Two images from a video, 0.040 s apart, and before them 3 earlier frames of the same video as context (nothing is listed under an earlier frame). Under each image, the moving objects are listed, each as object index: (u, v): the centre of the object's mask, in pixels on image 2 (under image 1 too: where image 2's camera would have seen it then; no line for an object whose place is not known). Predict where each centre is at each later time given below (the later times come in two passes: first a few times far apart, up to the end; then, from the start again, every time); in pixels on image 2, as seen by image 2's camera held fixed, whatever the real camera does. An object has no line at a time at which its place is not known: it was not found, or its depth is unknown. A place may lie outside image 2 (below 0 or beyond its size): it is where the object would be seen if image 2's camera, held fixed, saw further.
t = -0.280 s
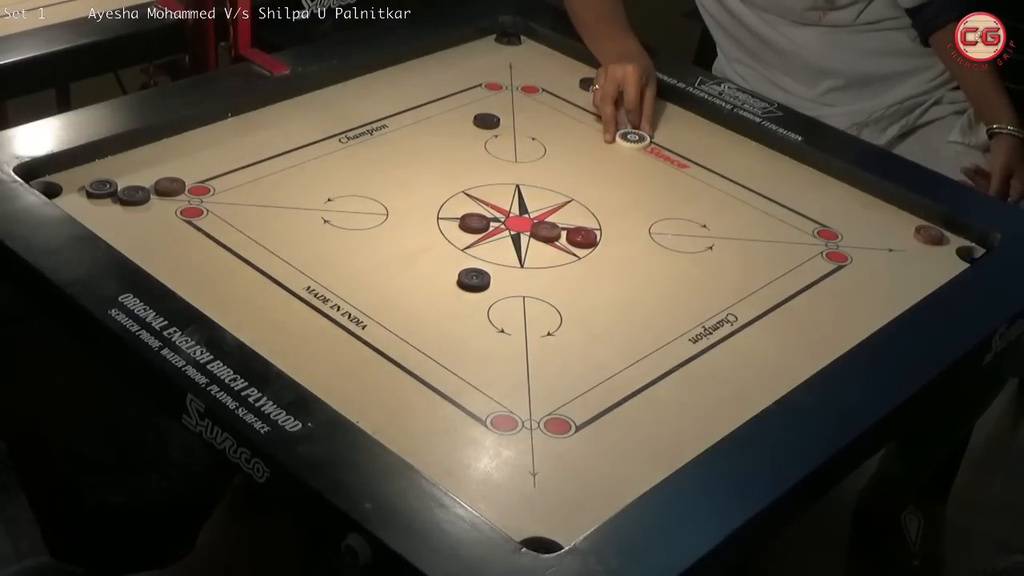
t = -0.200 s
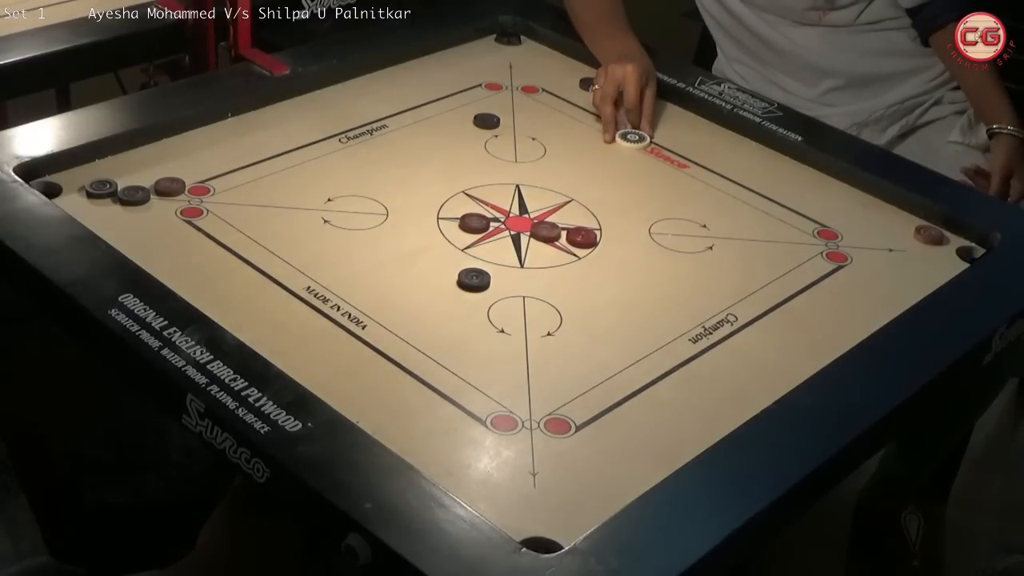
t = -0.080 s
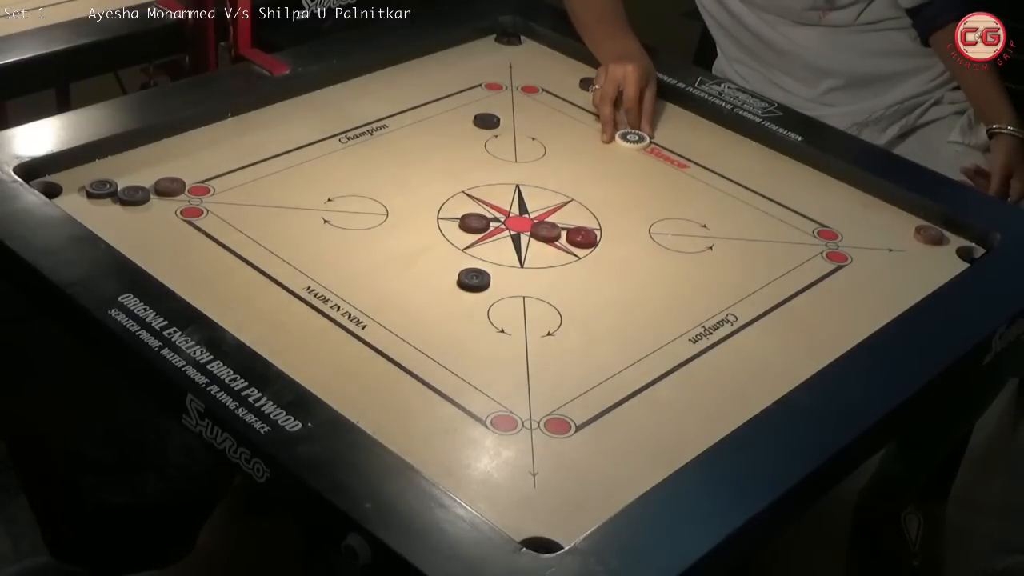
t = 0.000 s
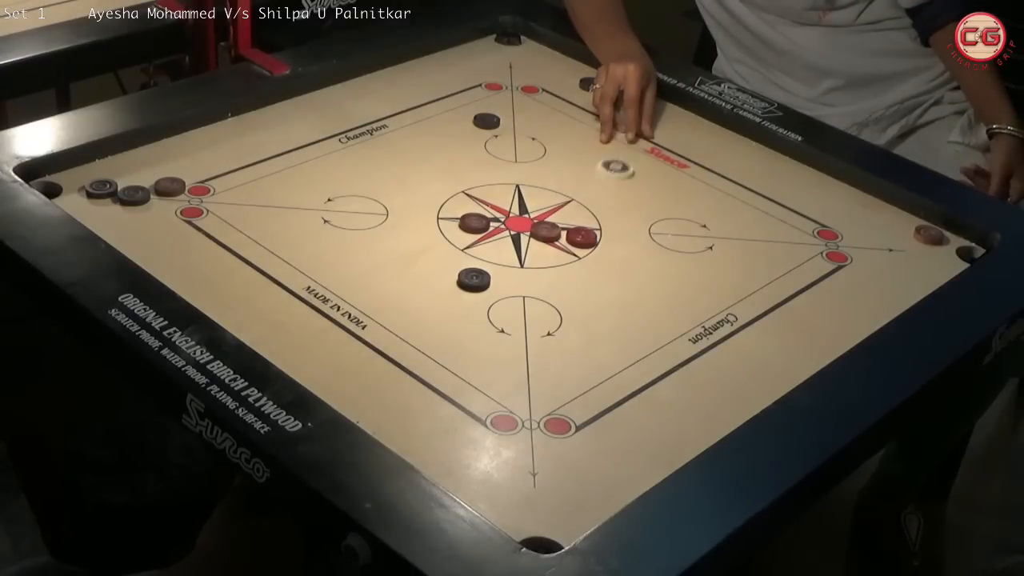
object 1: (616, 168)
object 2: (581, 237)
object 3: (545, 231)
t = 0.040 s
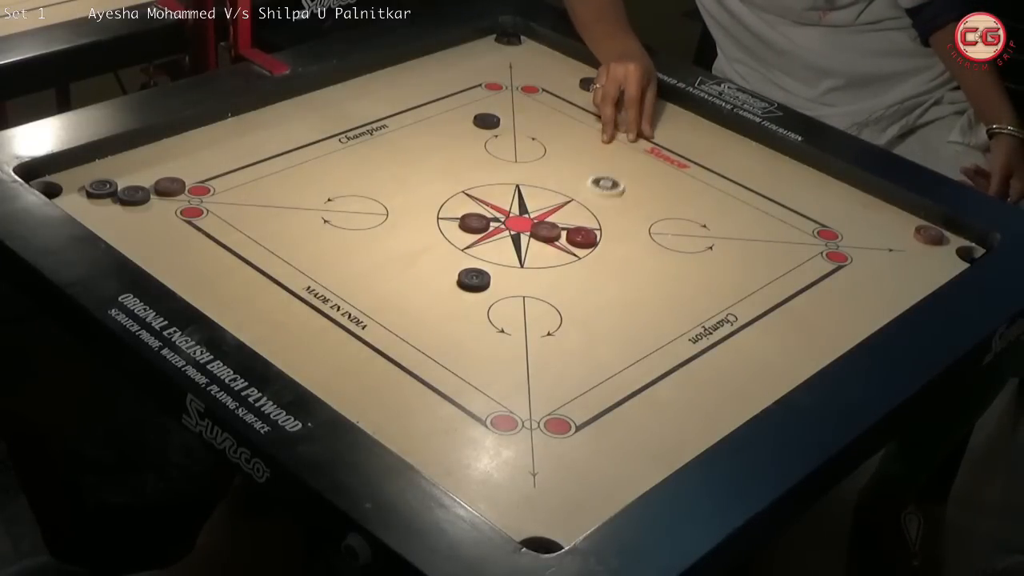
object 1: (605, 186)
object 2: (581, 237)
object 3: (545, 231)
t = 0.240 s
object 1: (577, 240)
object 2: (557, 321)
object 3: (519, 237)
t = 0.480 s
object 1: (575, 255)
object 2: (512, 495)
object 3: (487, 244)
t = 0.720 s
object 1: (575, 255)
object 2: (588, 517)
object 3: (487, 244)
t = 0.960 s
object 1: (575, 255)
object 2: (597, 504)
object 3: (487, 244)
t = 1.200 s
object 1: (575, 255)
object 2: (597, 505)
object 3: (487, 244)
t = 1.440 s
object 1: (575, 255)
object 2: (597, 504)
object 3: (487, 244)
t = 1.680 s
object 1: (575, 255)
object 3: (487, 244)
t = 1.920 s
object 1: (575, 255)
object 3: (487, 244)
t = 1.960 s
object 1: (575, 255)
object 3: (487, 244)
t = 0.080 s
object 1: (595, 202)
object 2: (581, 237)
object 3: (545, 231)
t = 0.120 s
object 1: (586, 220)
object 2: (581, 238)
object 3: (545, 231)
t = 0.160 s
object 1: (580, 228)
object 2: (573, 266)
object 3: (545, 231)
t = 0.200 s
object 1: (578, 235)
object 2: (565, 293)
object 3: (531, 234)
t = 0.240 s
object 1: (577, 240)
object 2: (557, 321)
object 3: (519, 237)
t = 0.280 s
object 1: (576, 244)
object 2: (550, 350)
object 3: (509, 239)
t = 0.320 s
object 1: (576, 249)
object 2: (542, 379)
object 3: (500, 241)
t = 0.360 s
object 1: (575, 251)
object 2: (534, 408)
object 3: (494, 242)
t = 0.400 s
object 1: (575, 253)
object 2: (526, 438)
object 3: (490, 243)
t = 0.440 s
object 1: (575, 254)
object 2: (519, 466)
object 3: (488, 244)
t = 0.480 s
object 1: (575, 255)
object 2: (512, 495)
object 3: (487, 244)
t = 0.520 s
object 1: (575, 255)
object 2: (510, 521)
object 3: (487, 244)
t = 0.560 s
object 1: (575, 255)
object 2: (521, 528)
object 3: (487, 244)
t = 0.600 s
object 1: (575, 255)
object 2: (547, 528)
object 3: (487, 244)
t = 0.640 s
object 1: (575, 255)
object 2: (568, 526)
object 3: (487, 244)
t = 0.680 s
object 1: (575, 255)
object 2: (582, 523)
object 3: (487, 244)
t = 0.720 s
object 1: (575, 255)
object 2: (588, 517)
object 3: (487, 244)
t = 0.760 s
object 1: (575, 255)
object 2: (592, 512)
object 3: (487, 244)
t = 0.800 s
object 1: (575, 255)
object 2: (595, 507)
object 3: (487, 244)
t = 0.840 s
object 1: (575, 255)
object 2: (596, 505)
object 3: (487, 244)
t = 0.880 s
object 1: (575, 255)
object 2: (597, 504)
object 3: (487, 244)
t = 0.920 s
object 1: (575, 255)
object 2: (597, 504)
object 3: (487, 244)
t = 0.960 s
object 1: (575, 255)
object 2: (597, 504)
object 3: (487, 244)
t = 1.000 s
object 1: (575, 255)
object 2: (597, 504)
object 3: (487, 244)
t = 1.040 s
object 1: (575, 255)
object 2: (597, 504)
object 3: (487, 244)
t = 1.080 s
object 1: (575, 255)
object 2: (597, 504)
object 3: (487, 244)
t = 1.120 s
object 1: (575, 255)
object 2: (597, 504)
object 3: (487, 244)
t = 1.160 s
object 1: (575, 255)
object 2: (597, 504)
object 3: (487, 244)
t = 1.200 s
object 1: (575, 255)
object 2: (597, 505)
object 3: (487, 244)
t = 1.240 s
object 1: (575, 255)
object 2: (597, 504)
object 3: (487, 244)
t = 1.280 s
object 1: (575, 255)
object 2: (597, 504)
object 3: (487, 244)
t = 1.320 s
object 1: (575, 255)
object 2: (597, 504)
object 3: (487, 244)
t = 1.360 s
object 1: (575, 255)
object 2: (597, 504)
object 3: (487, 244)
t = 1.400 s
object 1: (575, 255)
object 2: (597, 504)
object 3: (487, 244)
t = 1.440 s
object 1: (575, 255)
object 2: (597, 504)
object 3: (487, 244)
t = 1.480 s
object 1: (575, 255)
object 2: (597, 504)
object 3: (487, 244)
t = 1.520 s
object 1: (575, 255)
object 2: (597, 504)
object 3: (487, 244)
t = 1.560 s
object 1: (575, 255)
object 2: (597, 504)
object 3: (487, 244)
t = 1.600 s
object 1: (575, 255)
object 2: (597, 504)
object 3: (487, 244)
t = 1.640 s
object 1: (575, 255)
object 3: (487, 244)
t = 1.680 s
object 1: (575, 255)
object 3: (487, 244)
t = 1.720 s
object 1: (575, 255)
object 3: (487, 244)
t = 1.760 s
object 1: (575, 255)
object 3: (487, 244)
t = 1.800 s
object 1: (575, 255)
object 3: (487, 244)
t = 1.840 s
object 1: (575, 255)
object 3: (487, 244)
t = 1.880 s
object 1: (575, 255)
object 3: (487, 244)
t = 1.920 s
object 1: (575, 255)
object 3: (487, 244)
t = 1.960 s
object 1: (575, 255)
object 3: (487, 244)
